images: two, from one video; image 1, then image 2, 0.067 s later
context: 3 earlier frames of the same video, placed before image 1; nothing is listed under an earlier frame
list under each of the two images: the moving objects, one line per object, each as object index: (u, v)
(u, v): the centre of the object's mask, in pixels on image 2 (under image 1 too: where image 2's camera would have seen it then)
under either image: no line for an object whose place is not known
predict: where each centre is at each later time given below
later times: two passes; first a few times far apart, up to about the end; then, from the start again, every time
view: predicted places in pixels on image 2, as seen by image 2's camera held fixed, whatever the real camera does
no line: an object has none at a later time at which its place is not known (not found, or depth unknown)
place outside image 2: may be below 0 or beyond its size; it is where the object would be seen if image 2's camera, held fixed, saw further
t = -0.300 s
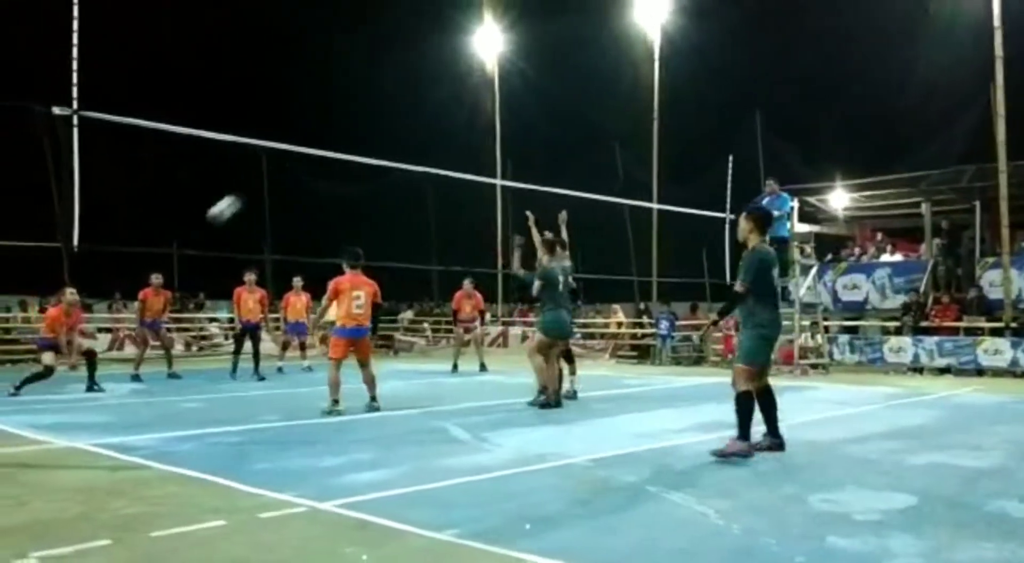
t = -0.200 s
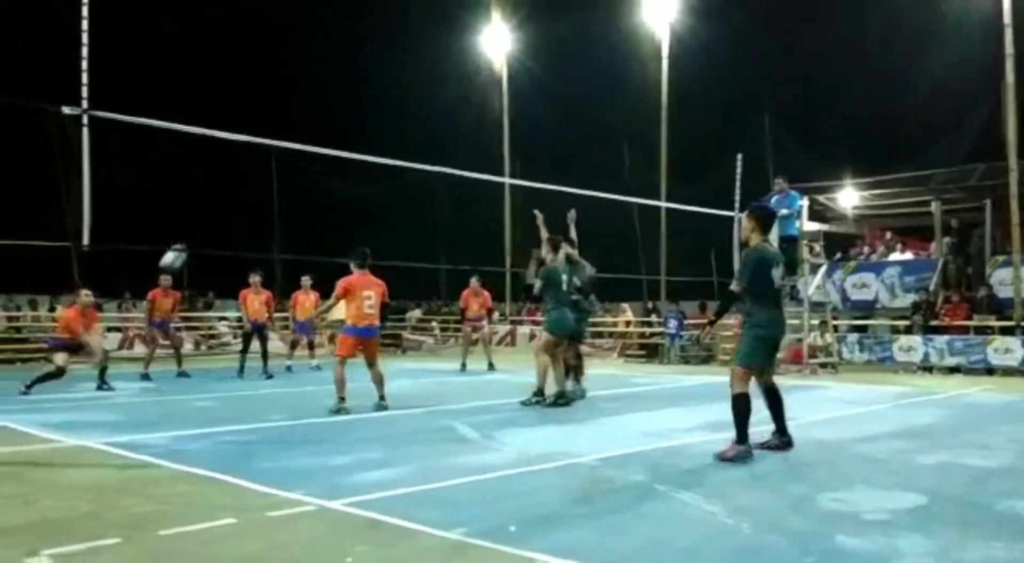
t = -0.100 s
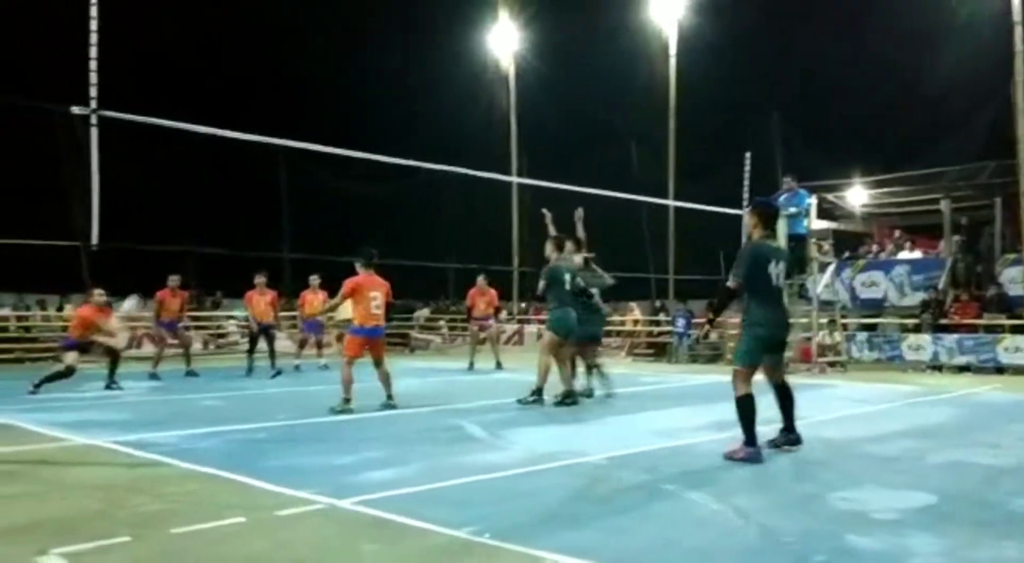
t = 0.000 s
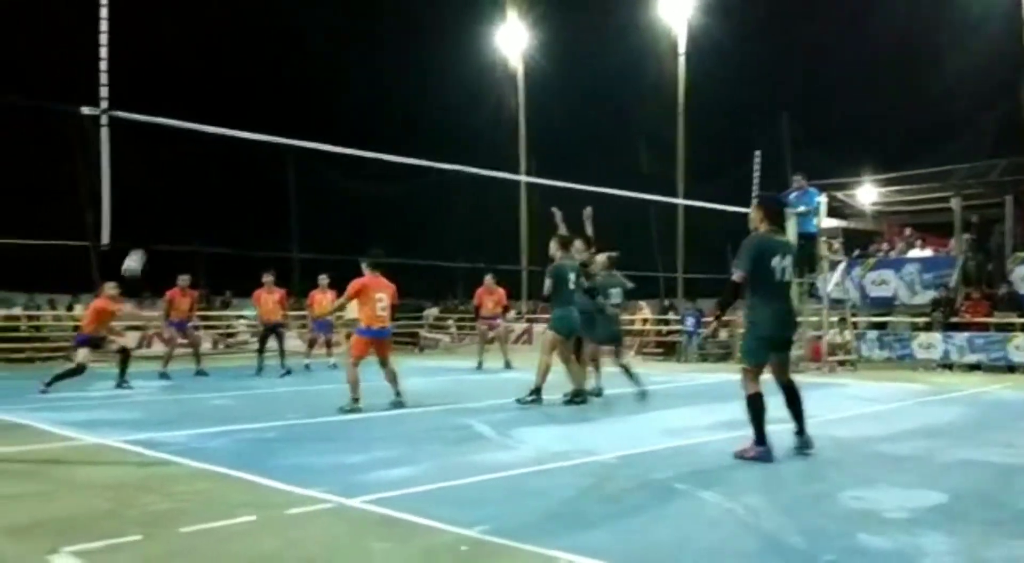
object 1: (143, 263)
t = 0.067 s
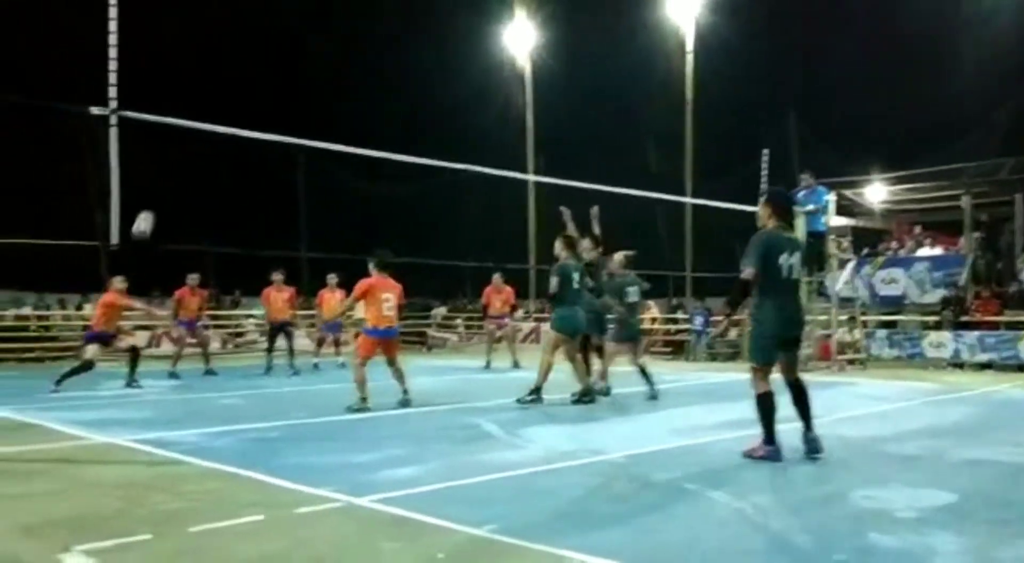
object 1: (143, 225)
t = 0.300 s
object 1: (145, 117)
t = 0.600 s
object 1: (144, 40)
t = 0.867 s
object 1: (143, 33)
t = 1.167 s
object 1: (139, 99)
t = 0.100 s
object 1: (144, 206)
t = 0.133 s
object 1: (144, 190)
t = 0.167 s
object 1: (144, 175)
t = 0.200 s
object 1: (145, 159)
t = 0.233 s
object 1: (145, 144)
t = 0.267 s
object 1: (144, 131)
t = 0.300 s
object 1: (145, 117)
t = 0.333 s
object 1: (145, 104)
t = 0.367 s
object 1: (145, 94)
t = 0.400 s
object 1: (145, 83)
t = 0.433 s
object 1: (145, 73)
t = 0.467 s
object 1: (145, 65)
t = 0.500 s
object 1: (145, 58)
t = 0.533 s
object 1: (145, 51)
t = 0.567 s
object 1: (145, 45)
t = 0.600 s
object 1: (144, 40)
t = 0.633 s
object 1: (144, 36)
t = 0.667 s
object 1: (144, 33)
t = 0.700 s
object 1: (144, 31)
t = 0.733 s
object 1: (144, 29)
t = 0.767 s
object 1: (143, 29)
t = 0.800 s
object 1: (143, 29)
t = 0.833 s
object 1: (142, 31)
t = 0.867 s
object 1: (143, 33)
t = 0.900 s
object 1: (142, 36)
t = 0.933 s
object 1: (142, 40)
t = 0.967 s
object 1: (141, 45)
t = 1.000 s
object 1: (141, 52)
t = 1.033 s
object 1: (141, 60)
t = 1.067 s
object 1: (141, 68)
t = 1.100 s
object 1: (140, 77)
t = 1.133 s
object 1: (139, 88)
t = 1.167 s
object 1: (139, 99)
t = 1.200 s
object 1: (139, 113)
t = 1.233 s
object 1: (139, 129)
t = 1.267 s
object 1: (139, 141)
